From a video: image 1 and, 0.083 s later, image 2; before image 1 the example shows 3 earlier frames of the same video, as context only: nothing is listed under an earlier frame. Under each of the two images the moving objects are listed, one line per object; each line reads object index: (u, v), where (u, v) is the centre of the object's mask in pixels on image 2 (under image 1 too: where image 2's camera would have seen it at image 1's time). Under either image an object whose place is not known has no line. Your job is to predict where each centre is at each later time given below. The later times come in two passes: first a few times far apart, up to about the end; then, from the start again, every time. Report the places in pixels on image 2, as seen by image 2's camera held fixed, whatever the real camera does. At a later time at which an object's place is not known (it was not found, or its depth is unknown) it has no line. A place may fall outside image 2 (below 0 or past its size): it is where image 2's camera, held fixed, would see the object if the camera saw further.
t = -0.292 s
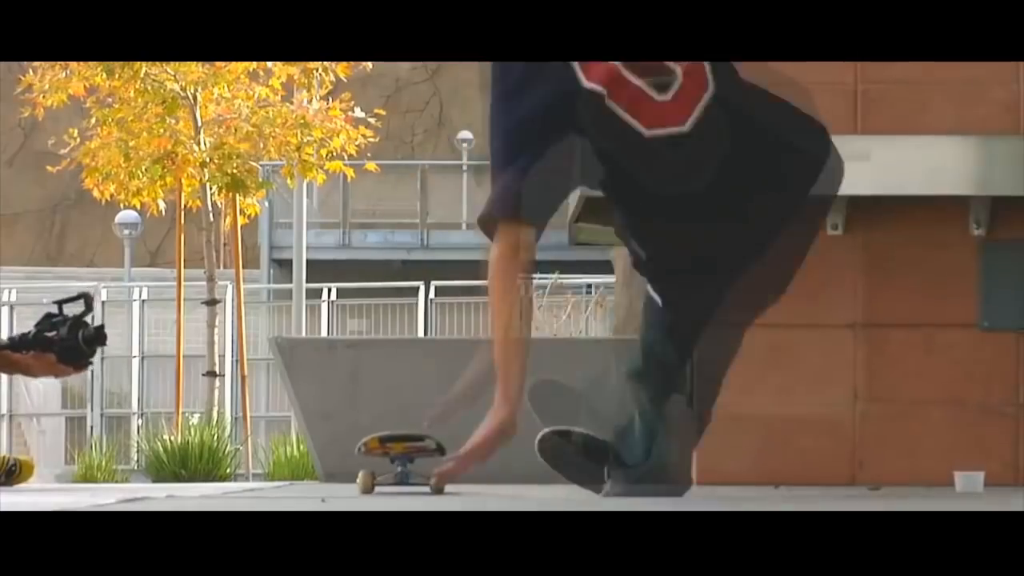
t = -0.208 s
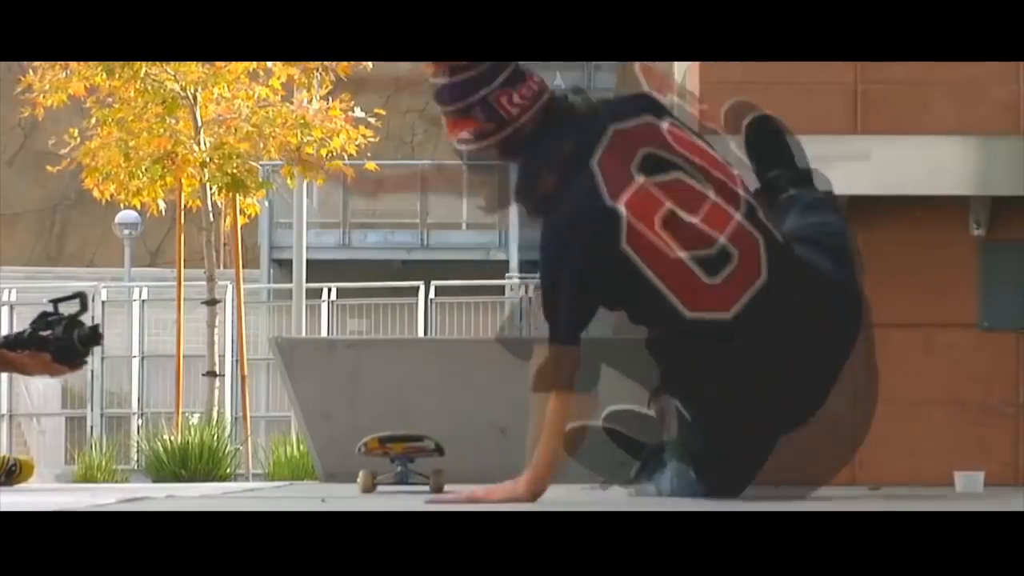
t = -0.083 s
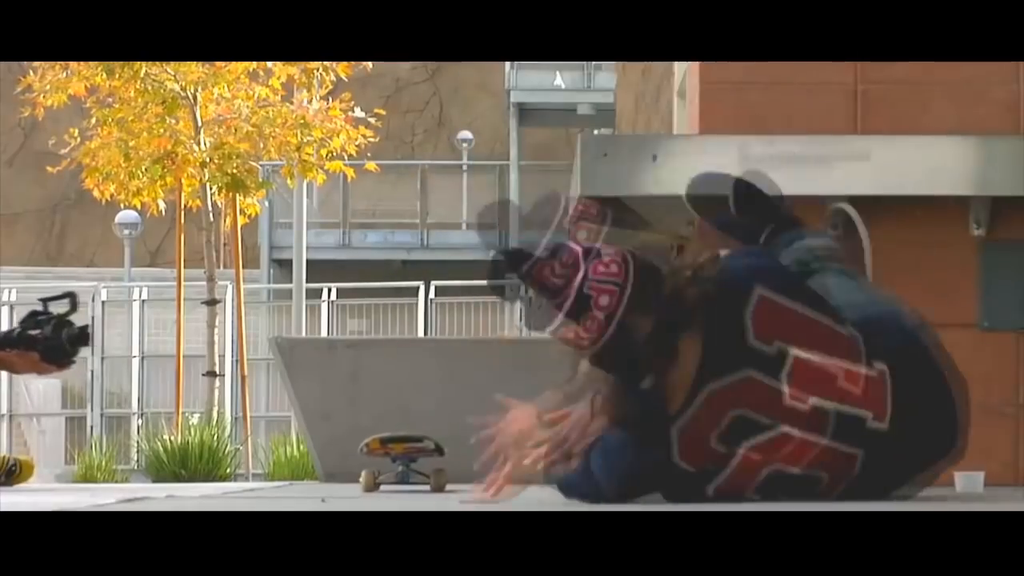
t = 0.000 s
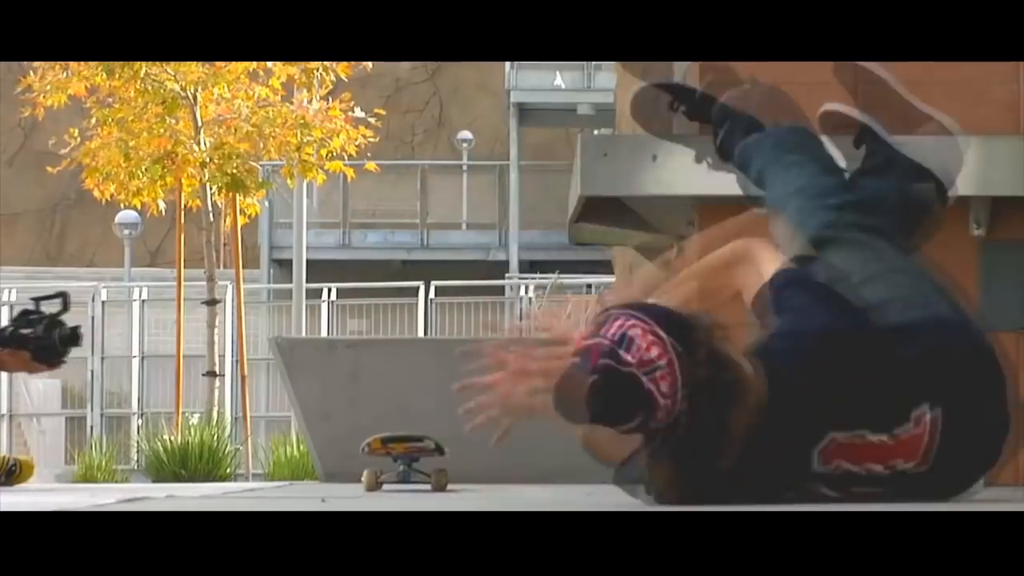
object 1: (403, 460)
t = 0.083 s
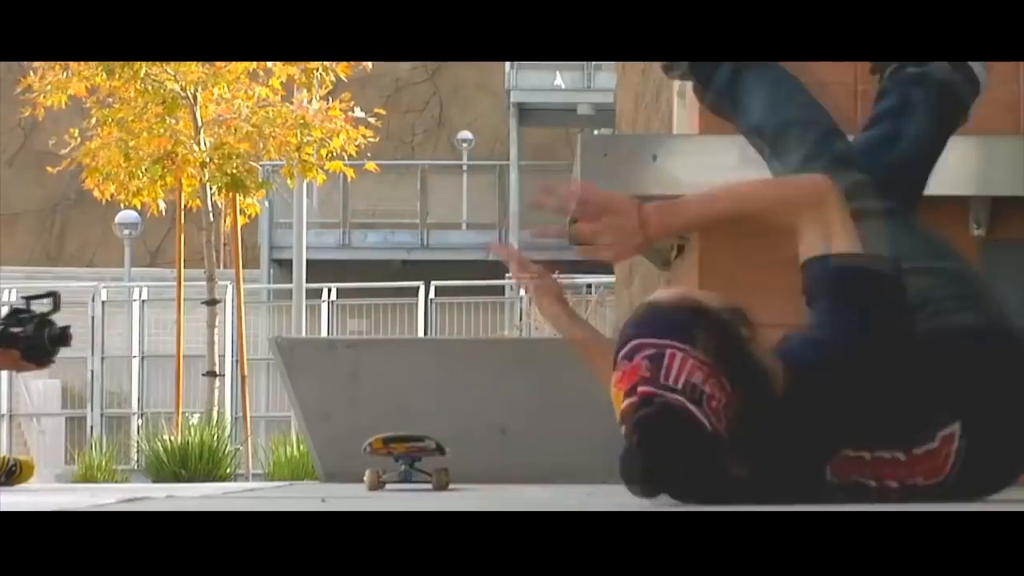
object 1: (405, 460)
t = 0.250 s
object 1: (410, 460)
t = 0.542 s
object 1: (421, 460)
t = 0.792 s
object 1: (435, 462)
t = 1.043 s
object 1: (450, 462)
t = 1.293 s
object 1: (465, 462)
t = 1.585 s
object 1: (482, 462)
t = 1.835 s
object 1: (495, 461)
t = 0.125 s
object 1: (406, 460)
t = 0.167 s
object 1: (407, 460)
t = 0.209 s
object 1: (408, 460)
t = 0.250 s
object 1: (410, 460)
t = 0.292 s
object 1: (411, 460)
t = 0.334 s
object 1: (412, 460)
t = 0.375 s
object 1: (414, 460)
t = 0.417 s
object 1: (416, 460)
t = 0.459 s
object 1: (417, 460)
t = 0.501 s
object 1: (419, 460)
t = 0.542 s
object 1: (421, 460)
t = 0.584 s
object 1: (423, 460)
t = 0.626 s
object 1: (425, 461)
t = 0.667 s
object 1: (428, 461)
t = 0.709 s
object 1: (430, 462)
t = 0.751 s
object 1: (432, 462)
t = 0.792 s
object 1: (435, 462)
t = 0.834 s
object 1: (437, 462)
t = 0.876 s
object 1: (440, 462)
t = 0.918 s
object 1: (443, 462)
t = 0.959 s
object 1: (446, 462)
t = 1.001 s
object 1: (448, 463)
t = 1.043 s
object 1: (450, 462)
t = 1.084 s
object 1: (453, 462)
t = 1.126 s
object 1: (455, 462)
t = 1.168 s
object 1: (457, 463)
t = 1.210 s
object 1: (460, 462)
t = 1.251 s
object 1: (463, 463)
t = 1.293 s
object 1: (465, 462)
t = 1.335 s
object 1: (467, 463)
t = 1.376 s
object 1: (470, 463)
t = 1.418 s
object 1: (472, 463)
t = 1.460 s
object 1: (474, 463)
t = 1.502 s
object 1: (477, 462)
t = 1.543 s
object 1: (479, 462)
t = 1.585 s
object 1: (482, 462)
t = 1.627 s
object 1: (484, 461)
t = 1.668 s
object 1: (486, 461)
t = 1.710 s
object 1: (488, 460)
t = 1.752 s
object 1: (490, 460)
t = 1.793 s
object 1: (492, 461)
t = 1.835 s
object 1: (495, 461)
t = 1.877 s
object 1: (497, 461)
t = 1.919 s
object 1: (500, 461)
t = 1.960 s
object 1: (500, 461)
